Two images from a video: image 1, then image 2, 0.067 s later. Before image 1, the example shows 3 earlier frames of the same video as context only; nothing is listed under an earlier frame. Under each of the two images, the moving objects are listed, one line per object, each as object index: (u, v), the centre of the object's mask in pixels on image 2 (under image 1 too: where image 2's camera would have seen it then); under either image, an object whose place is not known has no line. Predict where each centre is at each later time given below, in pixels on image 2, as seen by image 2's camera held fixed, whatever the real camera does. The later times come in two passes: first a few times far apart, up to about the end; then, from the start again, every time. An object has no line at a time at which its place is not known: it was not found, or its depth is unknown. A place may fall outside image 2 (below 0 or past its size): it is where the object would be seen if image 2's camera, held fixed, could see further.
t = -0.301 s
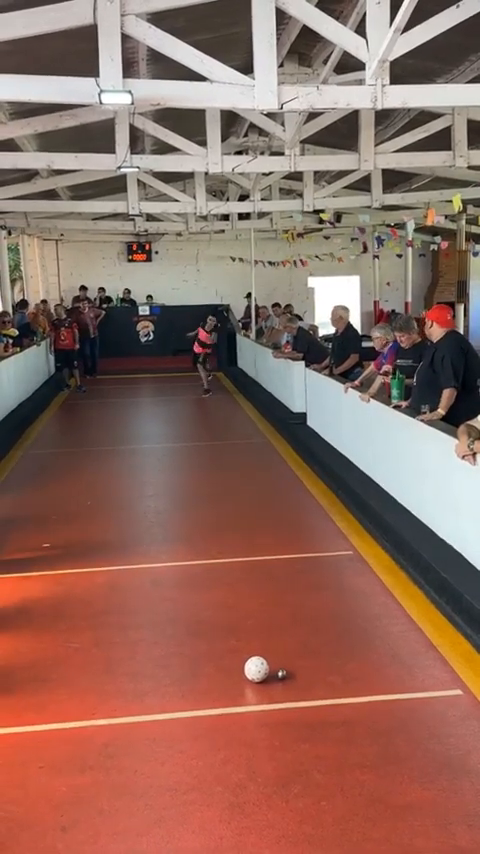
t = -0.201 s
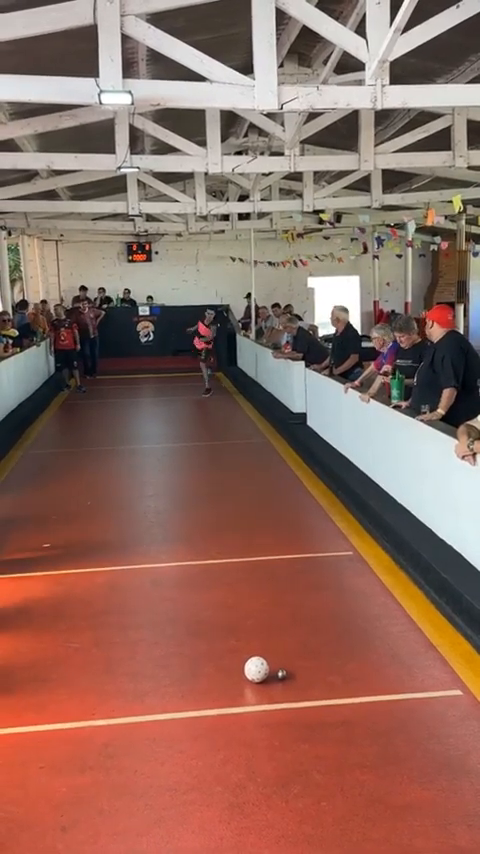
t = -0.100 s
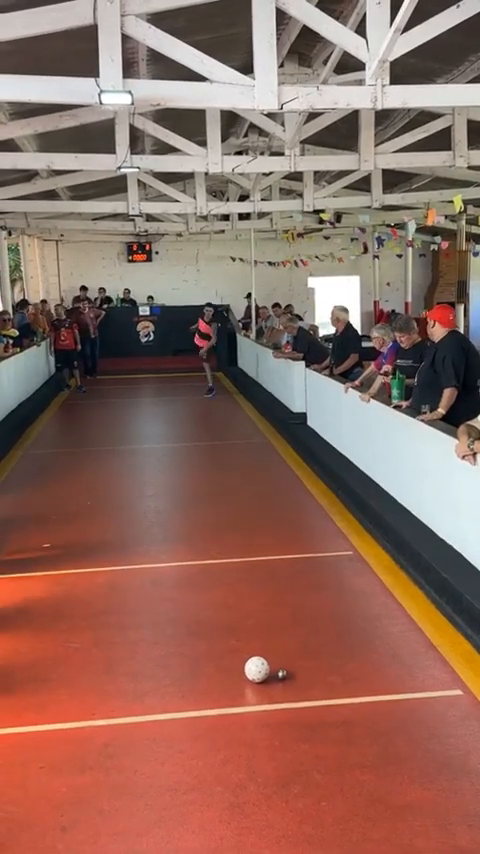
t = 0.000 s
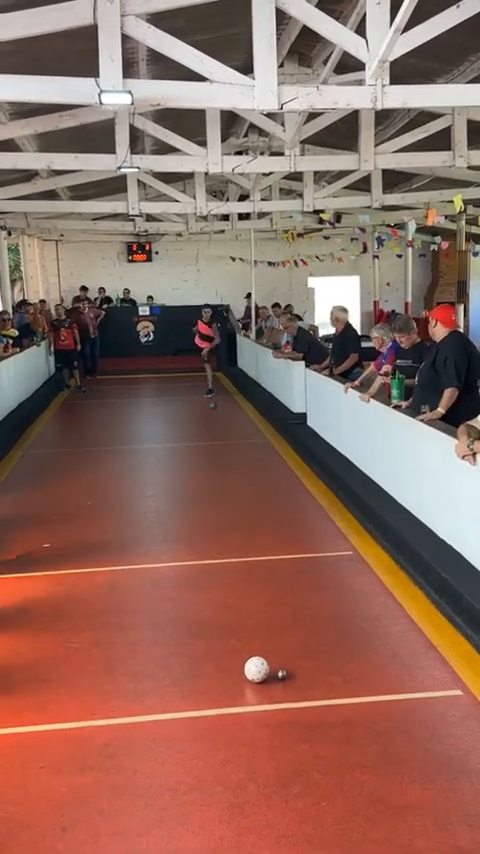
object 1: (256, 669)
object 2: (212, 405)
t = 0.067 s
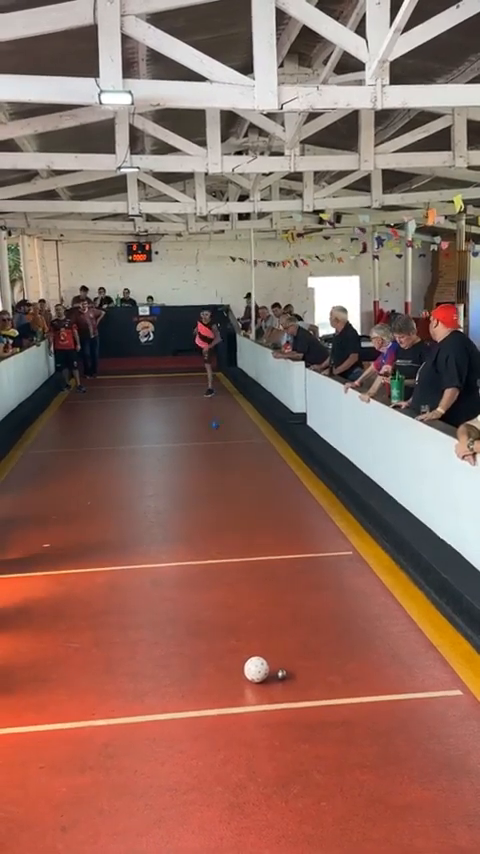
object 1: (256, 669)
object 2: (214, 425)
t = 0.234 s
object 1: (256, 669)
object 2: (216, 445)
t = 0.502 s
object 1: (257, 669)
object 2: (222, 504)
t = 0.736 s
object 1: (256, 669)
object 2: (232, 590)
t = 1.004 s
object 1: (399, 729)
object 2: (110, 727)
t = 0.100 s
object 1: (256, 669)
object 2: (215, 437)
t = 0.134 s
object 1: (256, 669)
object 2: (215, 437)
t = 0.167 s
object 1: (256, 669)
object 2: (216, 439)
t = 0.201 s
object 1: (256, 669)
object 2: (216, 442)
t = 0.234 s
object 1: (256, 669)
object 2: (216, 445)
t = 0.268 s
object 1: (256, 669)
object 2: (217, 450)
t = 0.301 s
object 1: (256, 669)
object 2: (218, 457)
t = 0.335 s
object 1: (256, 669)
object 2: (218, 464)
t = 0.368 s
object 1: (256, 669)
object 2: (219, 473)
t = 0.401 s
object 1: (257, 669)
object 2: (221, 485)
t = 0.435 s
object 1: (257, 669)
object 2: (221, 490)
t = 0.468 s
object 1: (257, 669)
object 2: (222, 496)
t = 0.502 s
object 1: (257, 669)
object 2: (222, 504)
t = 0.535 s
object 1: (257, 669)
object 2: (224, 514)
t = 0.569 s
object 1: (256, 669)
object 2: (225, 526)
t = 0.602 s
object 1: (256, 669)
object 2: (225, 536)
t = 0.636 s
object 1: (256, 669)
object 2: (227, 547)
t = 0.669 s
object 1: (256, 669)
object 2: (228, 560)
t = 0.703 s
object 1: (256, 669)
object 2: (230, 576)
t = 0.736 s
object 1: (256, 669)
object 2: (232, 590)
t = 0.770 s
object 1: (256, 669)
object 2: (233, 608)
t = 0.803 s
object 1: (256, 669)
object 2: (236, 626)
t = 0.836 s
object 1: (256, 669)
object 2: (237, 648)
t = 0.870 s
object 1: (267, 673)
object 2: (229, 667)
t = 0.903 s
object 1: (297, 686)
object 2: (202, 681)
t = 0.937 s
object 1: (329, 699)
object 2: (173, 696)
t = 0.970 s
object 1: (363, 714)
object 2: (143, 711)
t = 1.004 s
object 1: (399, 729)
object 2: (110, 727)
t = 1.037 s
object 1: (438, 746)
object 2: (75, 745)
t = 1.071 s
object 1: (472, 763)
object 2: (38, 763)
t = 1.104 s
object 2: (6, 782)
